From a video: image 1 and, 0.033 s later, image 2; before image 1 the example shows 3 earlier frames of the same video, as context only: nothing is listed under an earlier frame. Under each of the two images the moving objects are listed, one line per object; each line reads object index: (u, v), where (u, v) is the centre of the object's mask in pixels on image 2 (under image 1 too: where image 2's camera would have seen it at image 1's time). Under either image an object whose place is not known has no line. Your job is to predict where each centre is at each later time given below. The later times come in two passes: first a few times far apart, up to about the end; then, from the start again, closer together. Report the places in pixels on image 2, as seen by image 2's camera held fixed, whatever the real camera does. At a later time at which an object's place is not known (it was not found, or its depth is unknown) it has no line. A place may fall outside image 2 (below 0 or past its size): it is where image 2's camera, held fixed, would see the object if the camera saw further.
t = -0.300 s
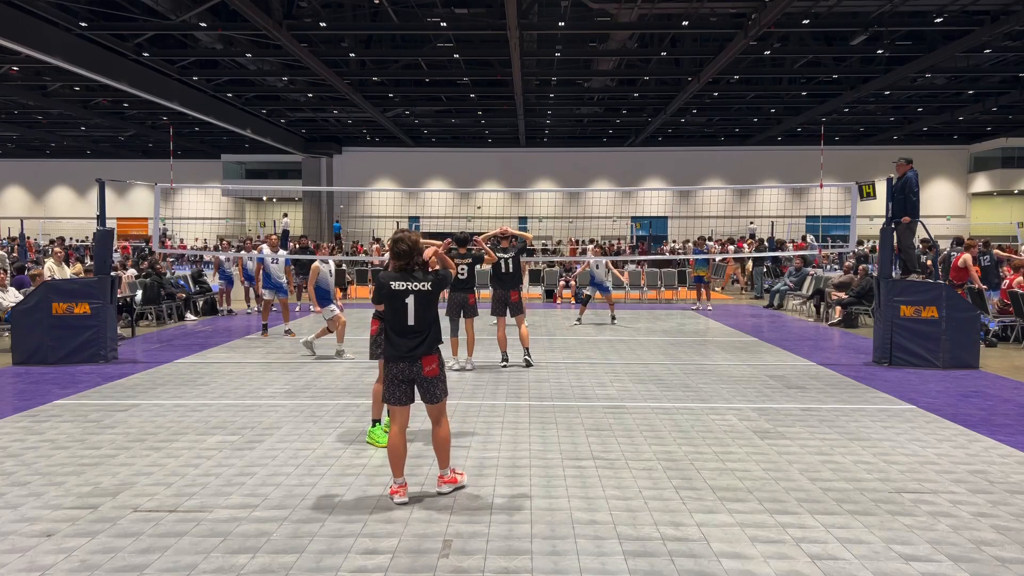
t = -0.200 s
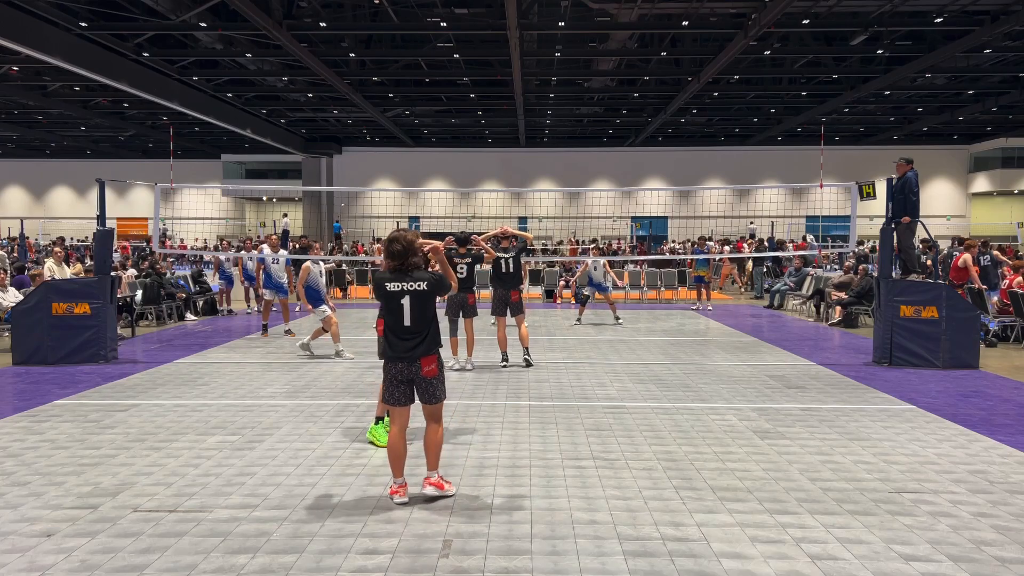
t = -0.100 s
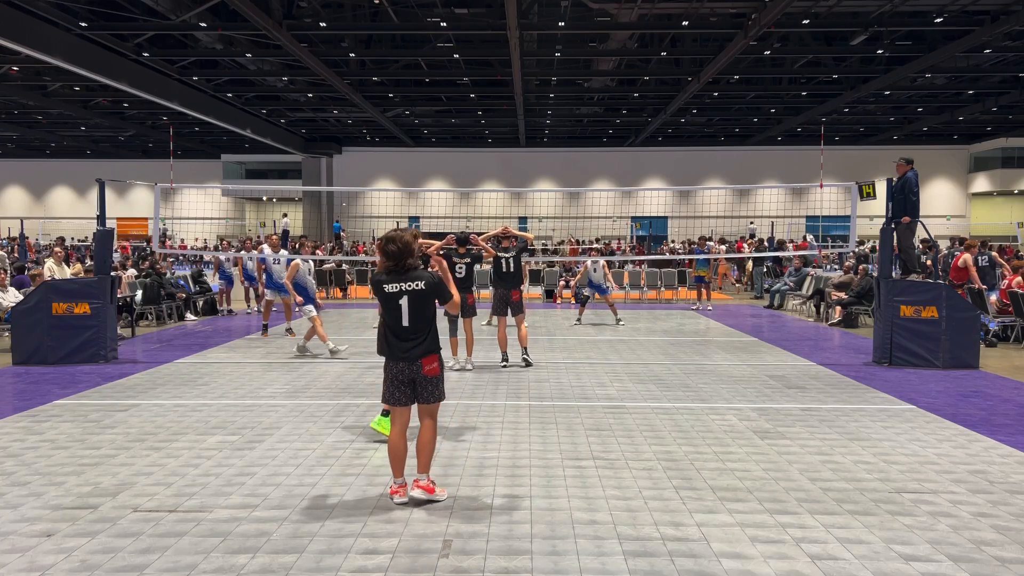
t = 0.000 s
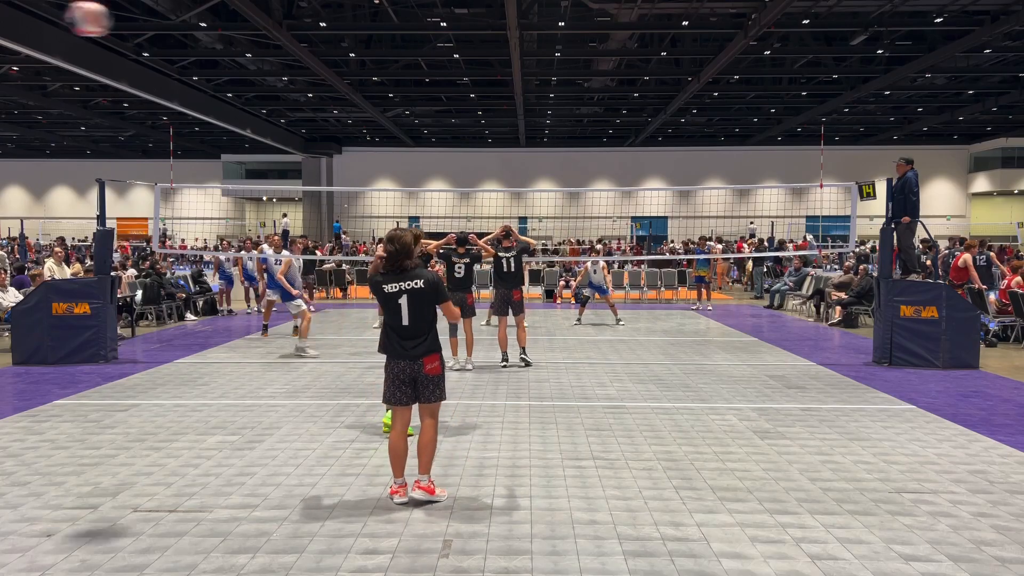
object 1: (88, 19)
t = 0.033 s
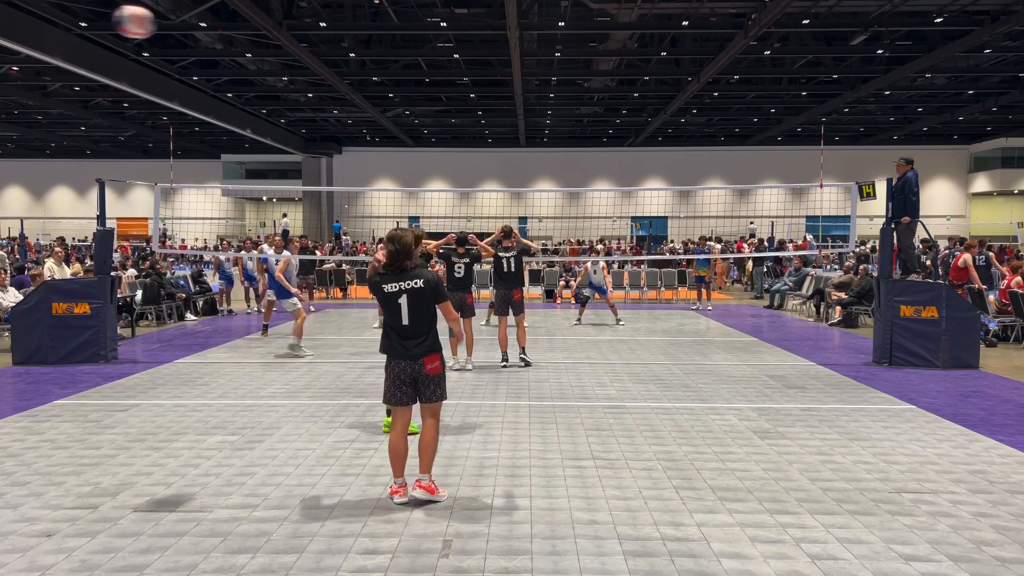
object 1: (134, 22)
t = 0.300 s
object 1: (338, 73)
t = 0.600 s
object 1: (435, 144)
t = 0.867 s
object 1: (489, 217)
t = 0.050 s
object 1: (154, 24)
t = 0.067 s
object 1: (173, 26)
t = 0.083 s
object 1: (191, 29)
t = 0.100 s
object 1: (207, 32)
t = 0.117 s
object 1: (222, 34)
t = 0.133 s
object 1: (236, 38)
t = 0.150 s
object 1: (249, 41)
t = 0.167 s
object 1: (262, 44)
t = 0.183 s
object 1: (274, 47)
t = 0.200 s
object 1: (285, 51)
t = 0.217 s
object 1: (295, 54)
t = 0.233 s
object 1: (304, 58)
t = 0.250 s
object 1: (313, 62)
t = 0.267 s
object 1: (322, 65)
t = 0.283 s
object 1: (330, 69)
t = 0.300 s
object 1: (338, 73)
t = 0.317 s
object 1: (345, 77)
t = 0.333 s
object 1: (352, 80)
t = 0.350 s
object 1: (359, 84)
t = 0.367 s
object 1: (365, 88)
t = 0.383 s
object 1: (371, 92)
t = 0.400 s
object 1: (377, 96)
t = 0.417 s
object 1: (383, 100)
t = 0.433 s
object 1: (388, 104)
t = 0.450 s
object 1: (393, 108)
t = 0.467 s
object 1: (399, 112)
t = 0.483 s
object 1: (404, 116)
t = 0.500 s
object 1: (409, 120)
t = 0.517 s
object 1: (413, 124)
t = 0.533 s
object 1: (418, 128)
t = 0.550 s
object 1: (422, 132)
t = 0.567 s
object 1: (427, 137)
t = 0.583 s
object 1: (431, 140)
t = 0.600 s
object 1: (435, 144)
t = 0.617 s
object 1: (439, 148)
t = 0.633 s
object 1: (442, 152)
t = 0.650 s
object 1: (447, 157)
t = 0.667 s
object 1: (450, 161)
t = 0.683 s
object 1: (454, 166)
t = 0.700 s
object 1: (458, 170)
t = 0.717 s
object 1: (461, 174)
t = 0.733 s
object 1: (464, 179)
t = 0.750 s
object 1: (468, 183)
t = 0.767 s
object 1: (470, 185)
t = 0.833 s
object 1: (483, 207)
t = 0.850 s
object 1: (485, 212)
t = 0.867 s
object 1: (489, 217)
